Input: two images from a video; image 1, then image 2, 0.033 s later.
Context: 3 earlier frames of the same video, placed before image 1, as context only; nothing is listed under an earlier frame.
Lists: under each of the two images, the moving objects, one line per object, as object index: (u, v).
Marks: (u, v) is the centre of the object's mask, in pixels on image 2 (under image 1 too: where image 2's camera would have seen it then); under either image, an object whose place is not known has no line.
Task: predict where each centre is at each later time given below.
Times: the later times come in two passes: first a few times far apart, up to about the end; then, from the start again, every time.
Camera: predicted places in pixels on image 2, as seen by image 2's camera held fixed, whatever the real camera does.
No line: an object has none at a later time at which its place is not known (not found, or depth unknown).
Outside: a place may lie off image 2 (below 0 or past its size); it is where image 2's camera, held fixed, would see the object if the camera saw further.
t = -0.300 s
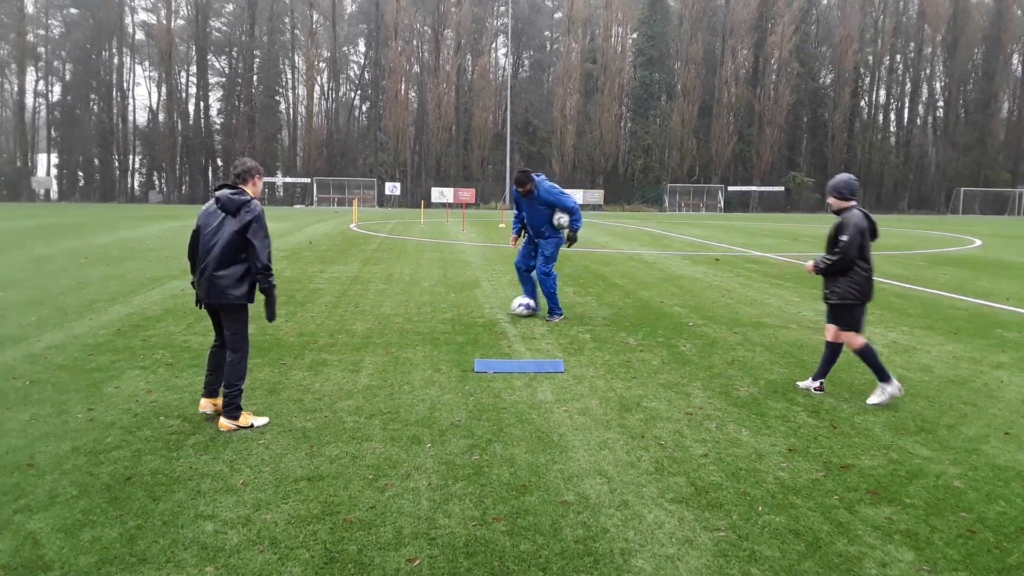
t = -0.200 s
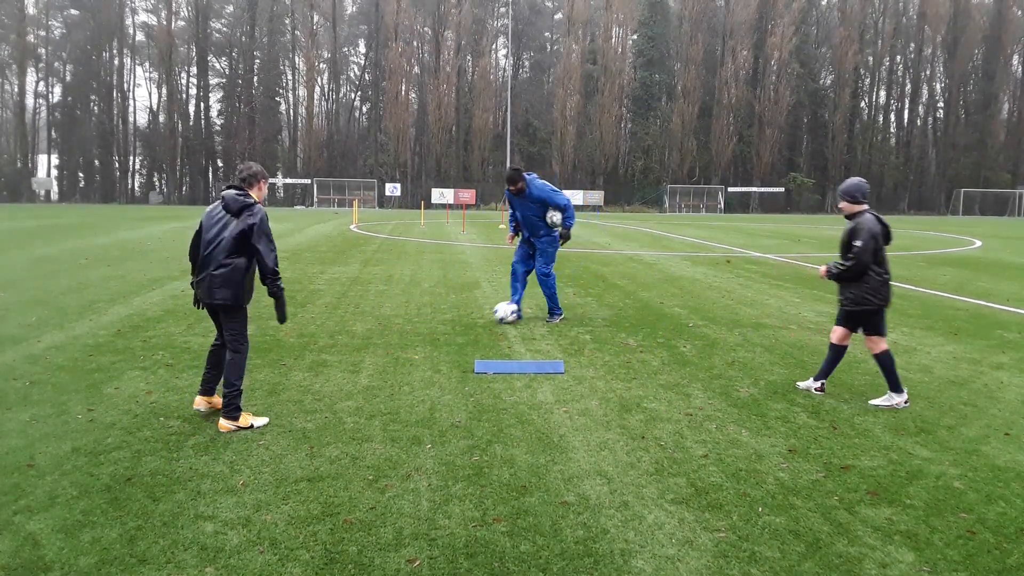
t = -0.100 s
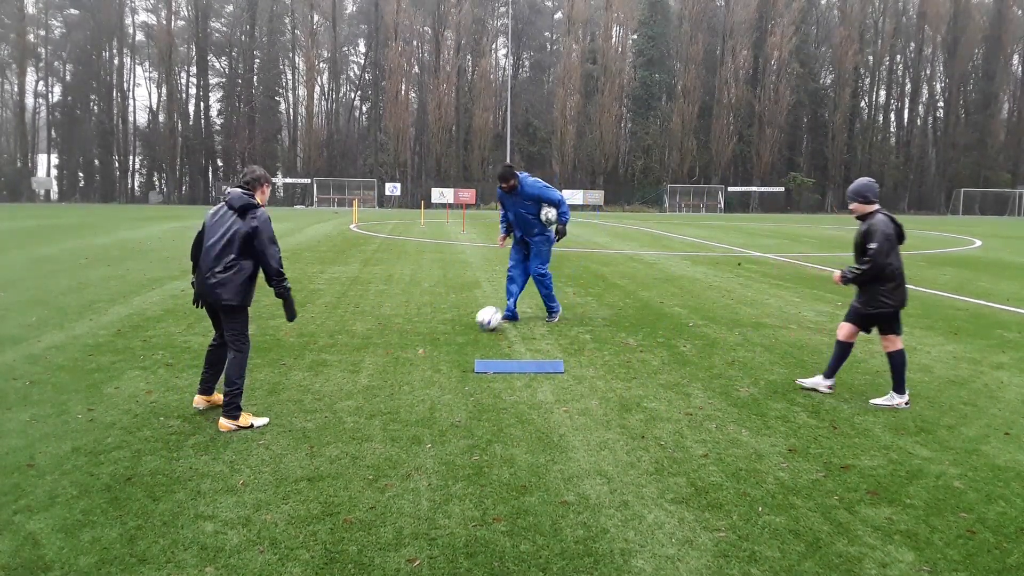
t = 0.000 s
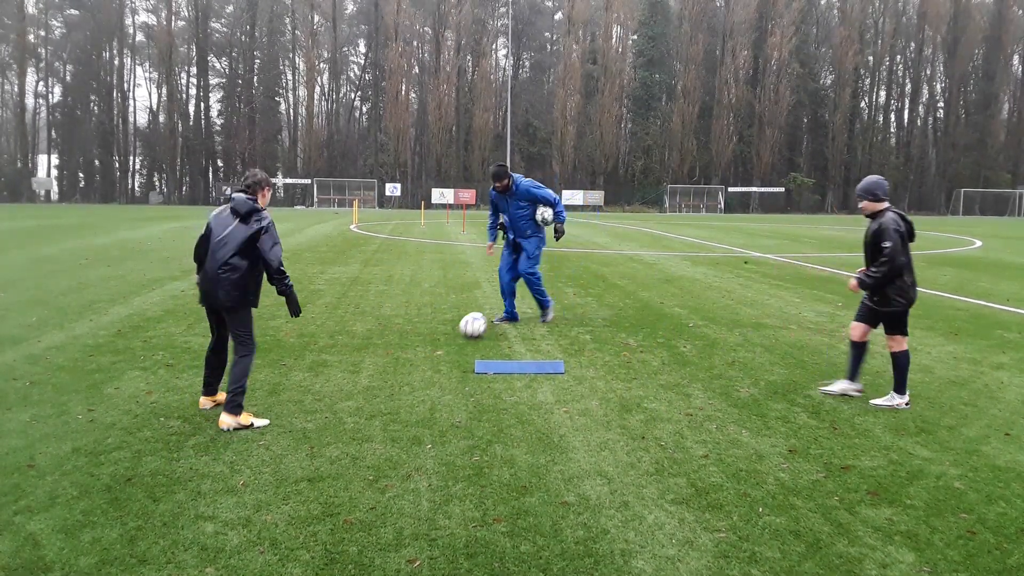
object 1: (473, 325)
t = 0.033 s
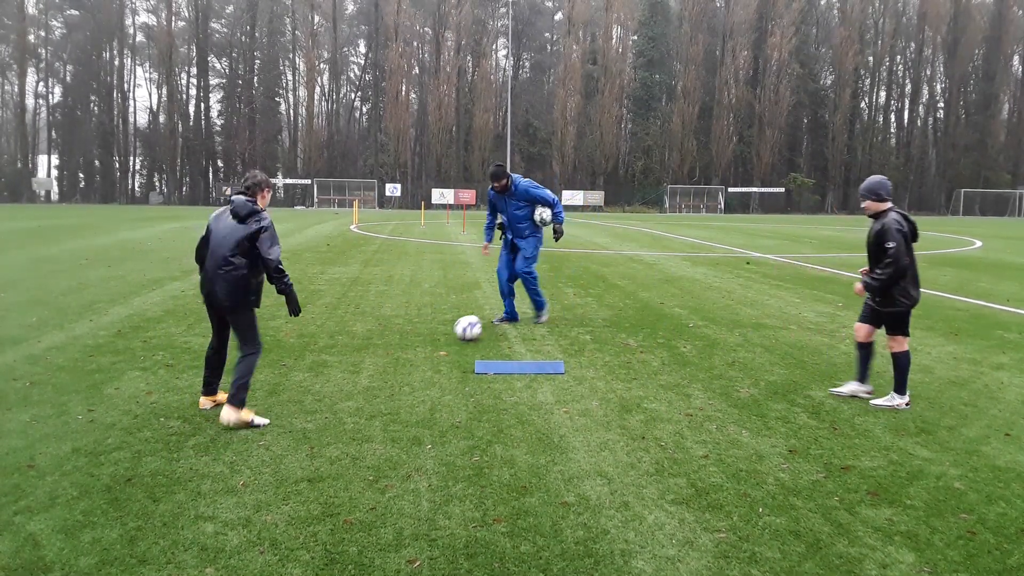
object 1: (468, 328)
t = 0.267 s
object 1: (435, 341)
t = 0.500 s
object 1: (404, 355)
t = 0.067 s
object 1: (463, 329)
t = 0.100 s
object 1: (458, 332)
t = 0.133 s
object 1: (454, 334)
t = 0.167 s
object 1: (449, 335)
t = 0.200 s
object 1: (445, 337)
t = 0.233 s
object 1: (440, 339)
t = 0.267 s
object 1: (435, 341)
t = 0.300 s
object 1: (431, 343)
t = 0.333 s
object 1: (427, 345)
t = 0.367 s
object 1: (422, 347)
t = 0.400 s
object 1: (418, 349)
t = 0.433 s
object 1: (414, 351)
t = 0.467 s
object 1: (410, 353)
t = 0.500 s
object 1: (404, 355)
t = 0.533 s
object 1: (400, 358)
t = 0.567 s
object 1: (396, 360)
